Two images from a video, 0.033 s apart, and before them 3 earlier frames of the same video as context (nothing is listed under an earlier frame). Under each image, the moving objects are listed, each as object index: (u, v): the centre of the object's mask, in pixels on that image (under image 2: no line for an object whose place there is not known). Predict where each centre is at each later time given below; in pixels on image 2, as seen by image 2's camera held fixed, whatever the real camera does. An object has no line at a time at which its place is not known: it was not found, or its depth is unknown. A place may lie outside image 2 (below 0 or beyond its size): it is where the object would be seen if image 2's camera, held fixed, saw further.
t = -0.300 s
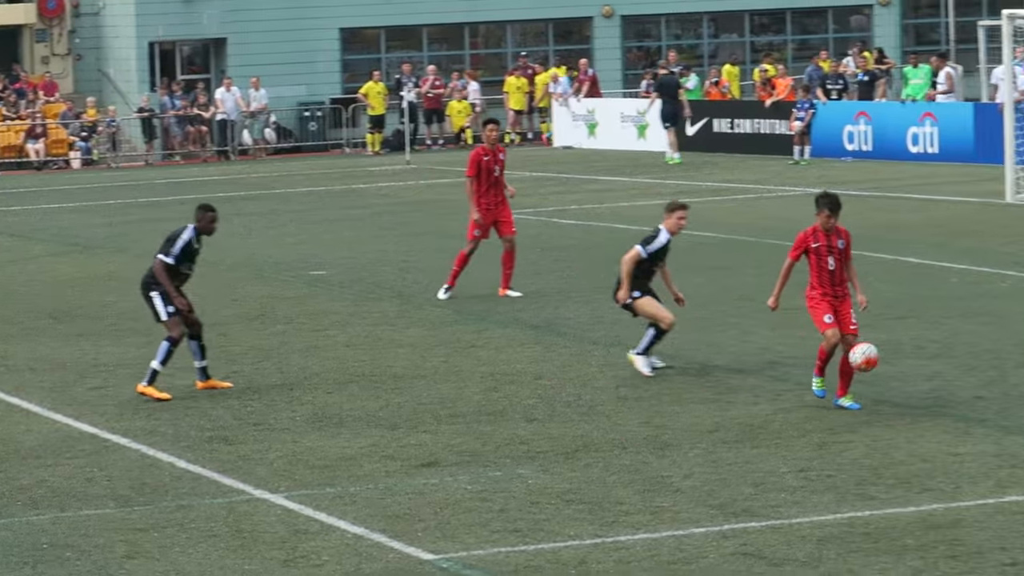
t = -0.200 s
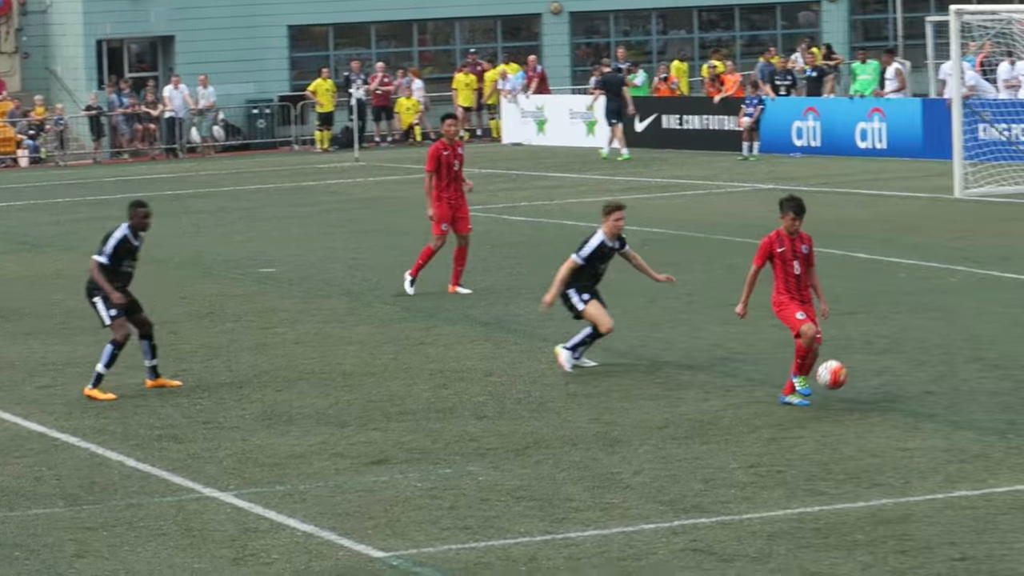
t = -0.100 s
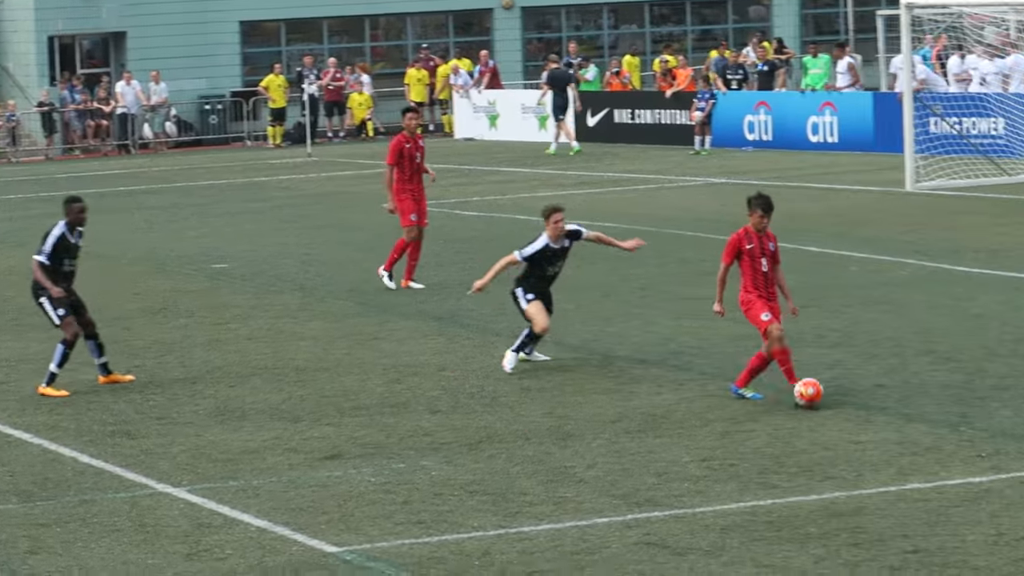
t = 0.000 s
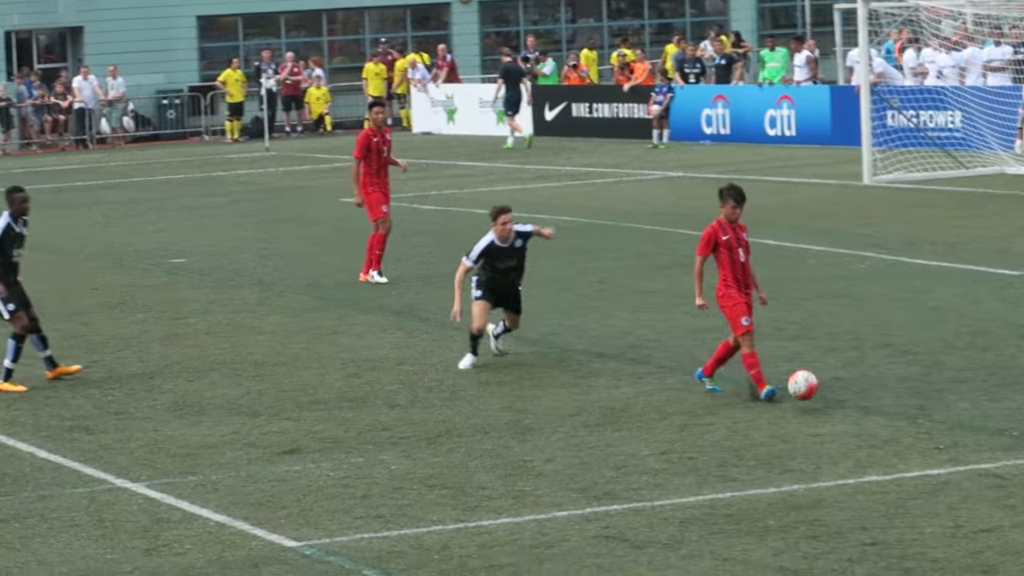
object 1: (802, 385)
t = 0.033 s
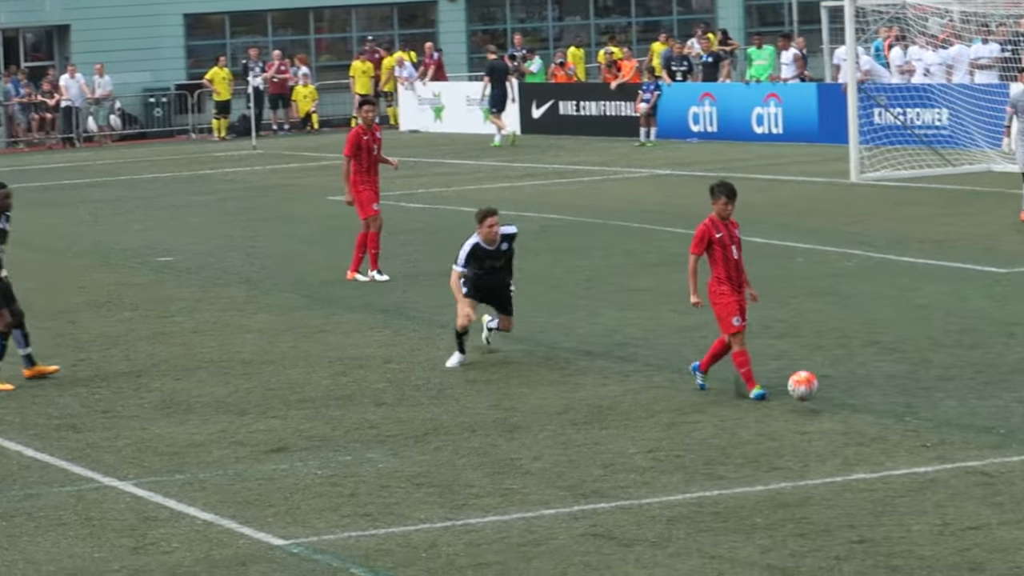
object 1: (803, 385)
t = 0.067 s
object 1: (815, 390)
